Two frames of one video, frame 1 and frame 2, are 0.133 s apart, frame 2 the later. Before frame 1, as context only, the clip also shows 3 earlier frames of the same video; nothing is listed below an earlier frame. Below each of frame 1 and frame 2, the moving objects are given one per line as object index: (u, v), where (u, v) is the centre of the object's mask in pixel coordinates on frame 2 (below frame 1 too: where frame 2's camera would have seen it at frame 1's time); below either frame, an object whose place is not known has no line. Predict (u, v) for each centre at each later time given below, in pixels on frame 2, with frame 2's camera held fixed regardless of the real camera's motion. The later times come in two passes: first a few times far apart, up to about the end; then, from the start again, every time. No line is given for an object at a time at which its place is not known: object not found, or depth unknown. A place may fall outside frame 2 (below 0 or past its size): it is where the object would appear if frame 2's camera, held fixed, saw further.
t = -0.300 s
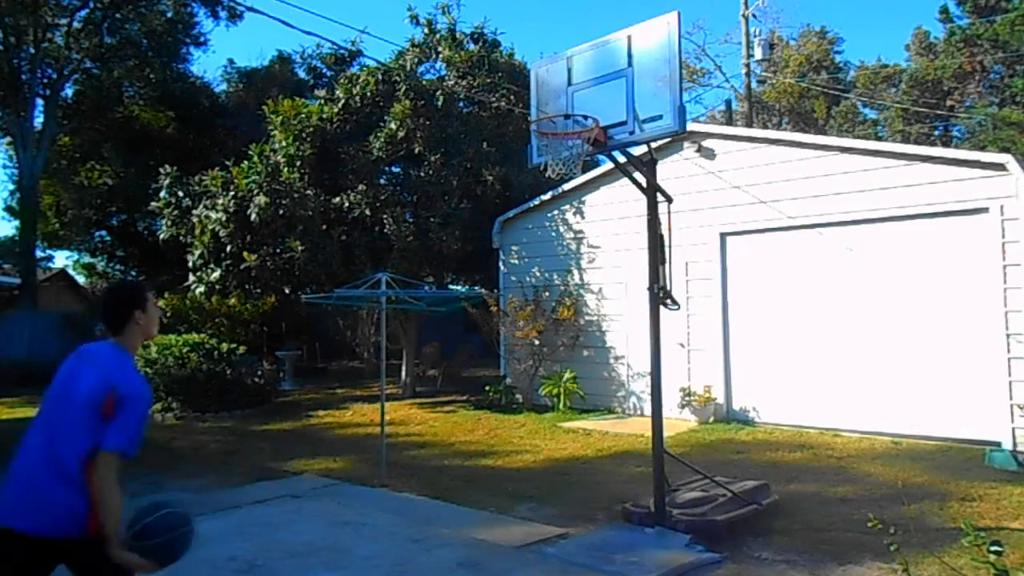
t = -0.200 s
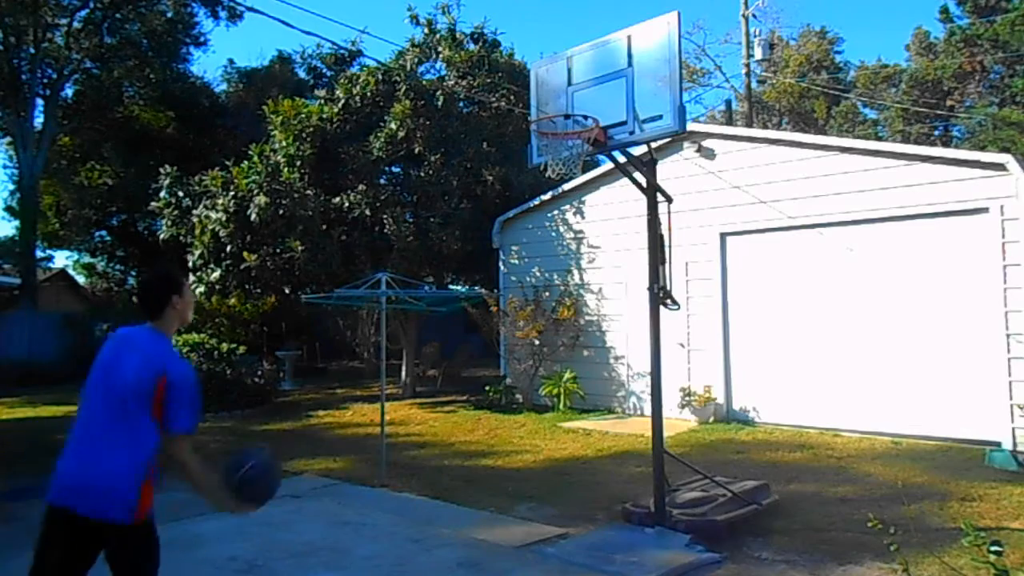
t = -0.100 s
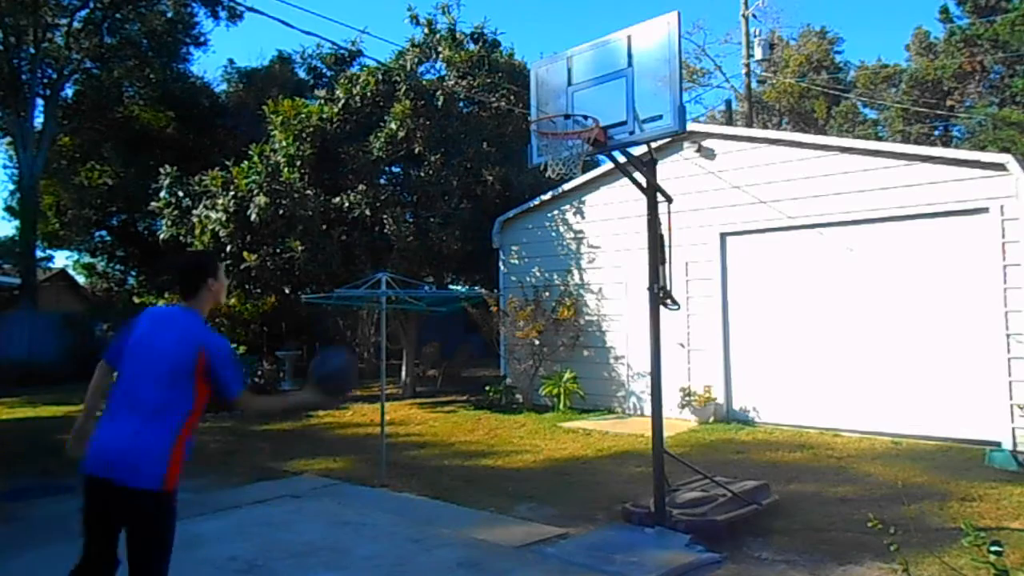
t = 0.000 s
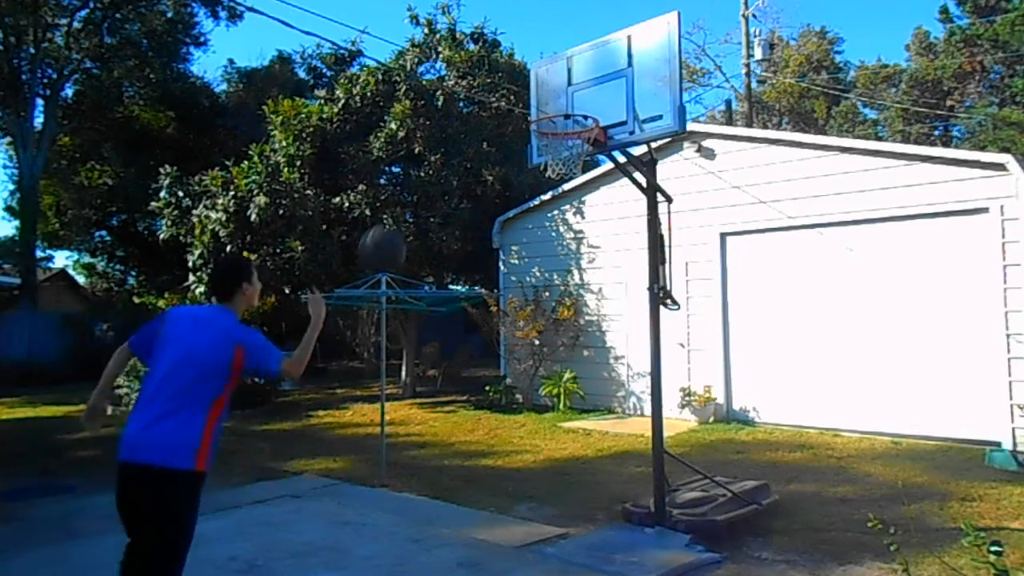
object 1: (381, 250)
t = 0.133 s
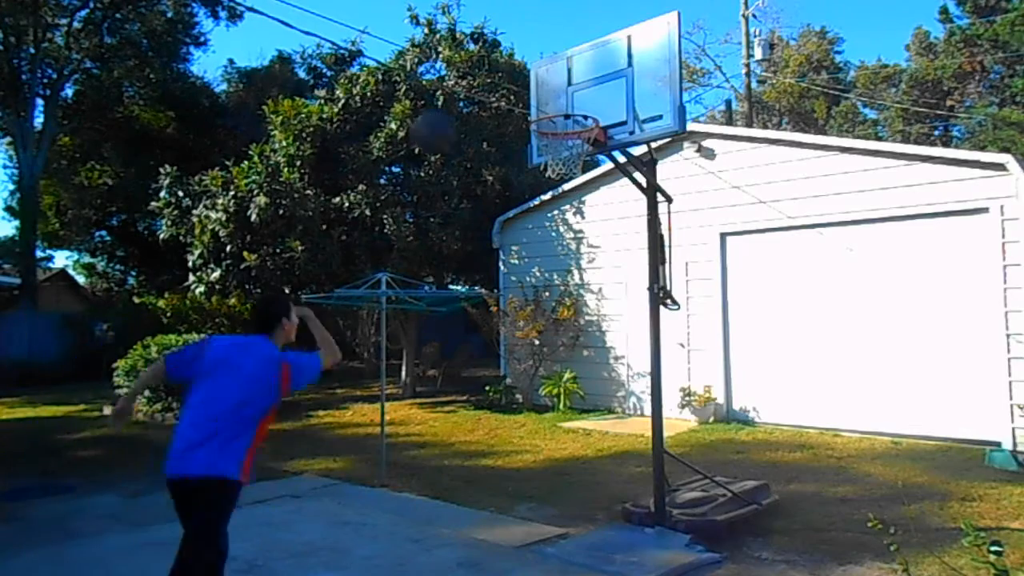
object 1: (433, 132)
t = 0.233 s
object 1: (467, 76)
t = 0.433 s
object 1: (522, 26)
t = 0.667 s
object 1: (575, 45)
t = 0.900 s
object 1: (548, 66)
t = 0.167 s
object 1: (445, 109)
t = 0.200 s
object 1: (454, 94)
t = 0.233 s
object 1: (467, 76)
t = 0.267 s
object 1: (477, 64)
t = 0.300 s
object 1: (486, 51)
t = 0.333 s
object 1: (496, 42)
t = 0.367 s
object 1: (504, 35)
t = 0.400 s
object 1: (513, 29)
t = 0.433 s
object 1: (522, 26)
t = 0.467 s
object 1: (530, 24)
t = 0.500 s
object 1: (538, 23)
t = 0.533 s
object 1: (546, 25)
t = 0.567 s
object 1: (554, 28)
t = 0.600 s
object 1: (561, 32)
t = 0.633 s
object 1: (567, 38)
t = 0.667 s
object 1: (575, 45)
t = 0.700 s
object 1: (581, 53)
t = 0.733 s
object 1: (578, 53)
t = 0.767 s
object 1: (572, 53)
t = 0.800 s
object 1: (566, 54)
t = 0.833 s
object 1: (560, 56)
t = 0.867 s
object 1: (554, 61)
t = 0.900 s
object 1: (548, 66)
